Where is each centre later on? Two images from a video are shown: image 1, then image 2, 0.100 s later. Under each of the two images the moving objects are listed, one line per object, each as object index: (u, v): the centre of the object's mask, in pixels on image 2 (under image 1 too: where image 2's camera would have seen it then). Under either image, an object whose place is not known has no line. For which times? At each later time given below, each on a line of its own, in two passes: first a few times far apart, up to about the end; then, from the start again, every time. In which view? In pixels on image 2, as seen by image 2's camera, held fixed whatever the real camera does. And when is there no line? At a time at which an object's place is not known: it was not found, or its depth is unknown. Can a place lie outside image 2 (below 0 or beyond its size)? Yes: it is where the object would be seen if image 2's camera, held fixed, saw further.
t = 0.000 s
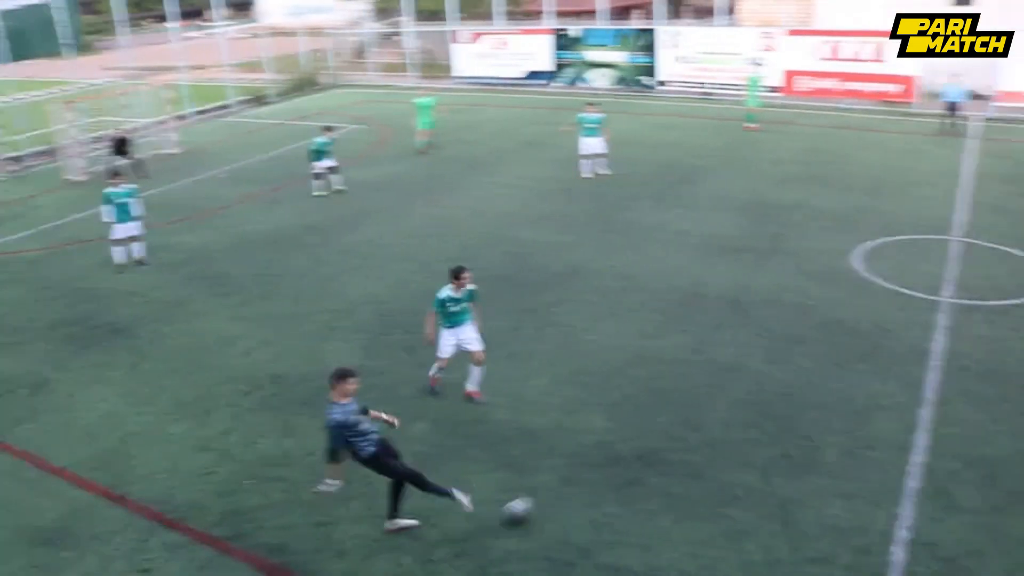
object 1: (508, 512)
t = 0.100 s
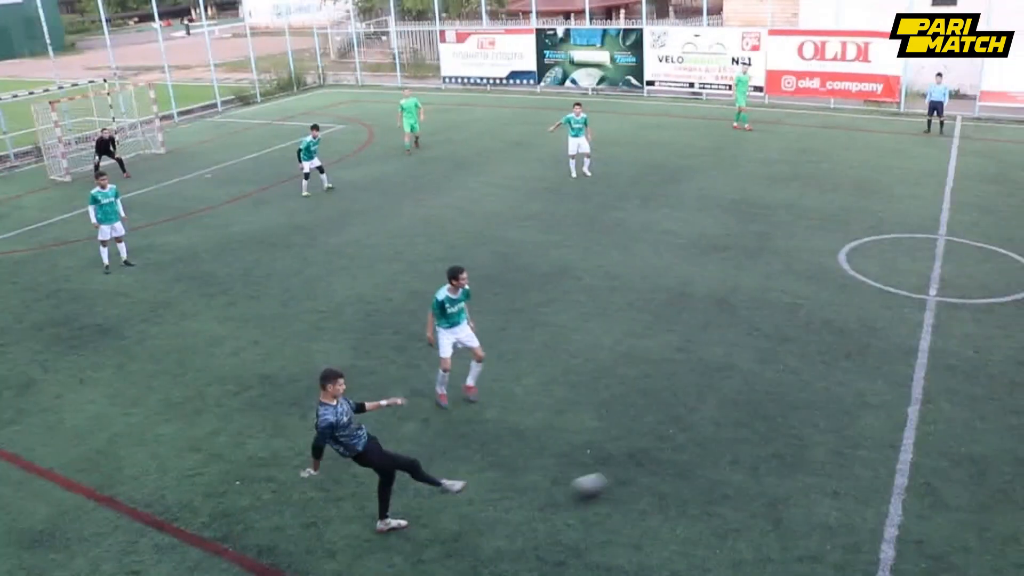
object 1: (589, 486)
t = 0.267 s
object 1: (698, 453)
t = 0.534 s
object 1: (828, 414)
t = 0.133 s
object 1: (613, 479)
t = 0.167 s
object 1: (635, 472)
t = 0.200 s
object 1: (658, 464)
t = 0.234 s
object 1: (678, 458)
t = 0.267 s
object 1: (698, 453)
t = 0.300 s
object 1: (717, 448)
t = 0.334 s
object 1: (736, 441)
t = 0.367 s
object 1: (753, 437)
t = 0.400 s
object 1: (768, 432)
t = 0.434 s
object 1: (784, 427)
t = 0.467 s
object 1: (799, 422)
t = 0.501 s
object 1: (814, 419)
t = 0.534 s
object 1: (828, 414)
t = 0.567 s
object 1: (841, 411)
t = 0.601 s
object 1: (854, 406)
